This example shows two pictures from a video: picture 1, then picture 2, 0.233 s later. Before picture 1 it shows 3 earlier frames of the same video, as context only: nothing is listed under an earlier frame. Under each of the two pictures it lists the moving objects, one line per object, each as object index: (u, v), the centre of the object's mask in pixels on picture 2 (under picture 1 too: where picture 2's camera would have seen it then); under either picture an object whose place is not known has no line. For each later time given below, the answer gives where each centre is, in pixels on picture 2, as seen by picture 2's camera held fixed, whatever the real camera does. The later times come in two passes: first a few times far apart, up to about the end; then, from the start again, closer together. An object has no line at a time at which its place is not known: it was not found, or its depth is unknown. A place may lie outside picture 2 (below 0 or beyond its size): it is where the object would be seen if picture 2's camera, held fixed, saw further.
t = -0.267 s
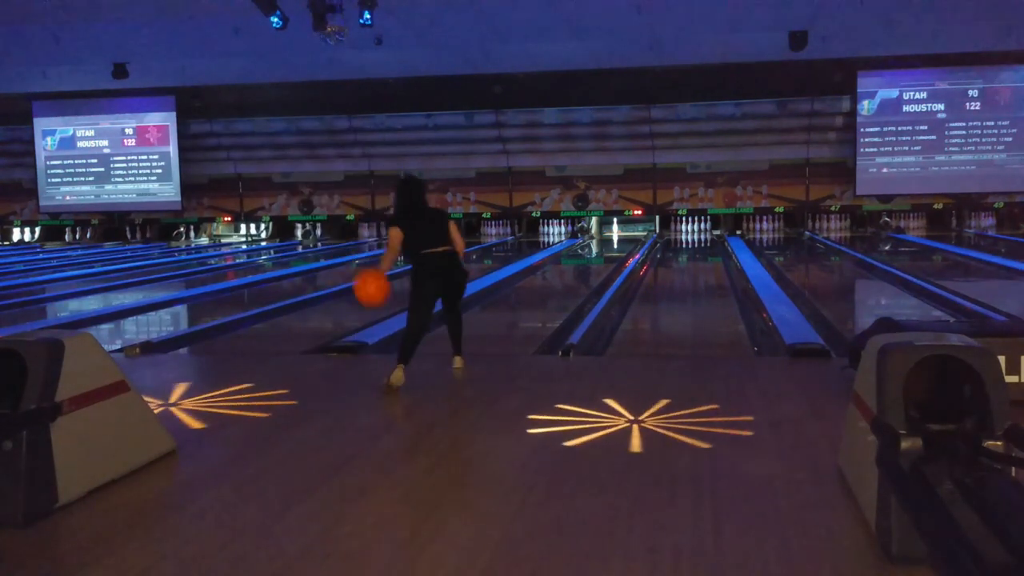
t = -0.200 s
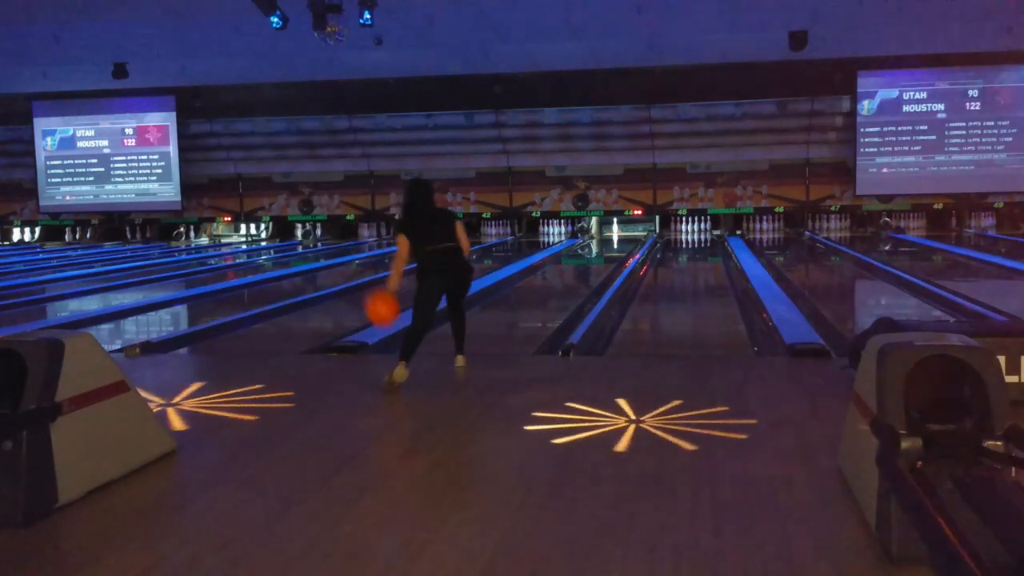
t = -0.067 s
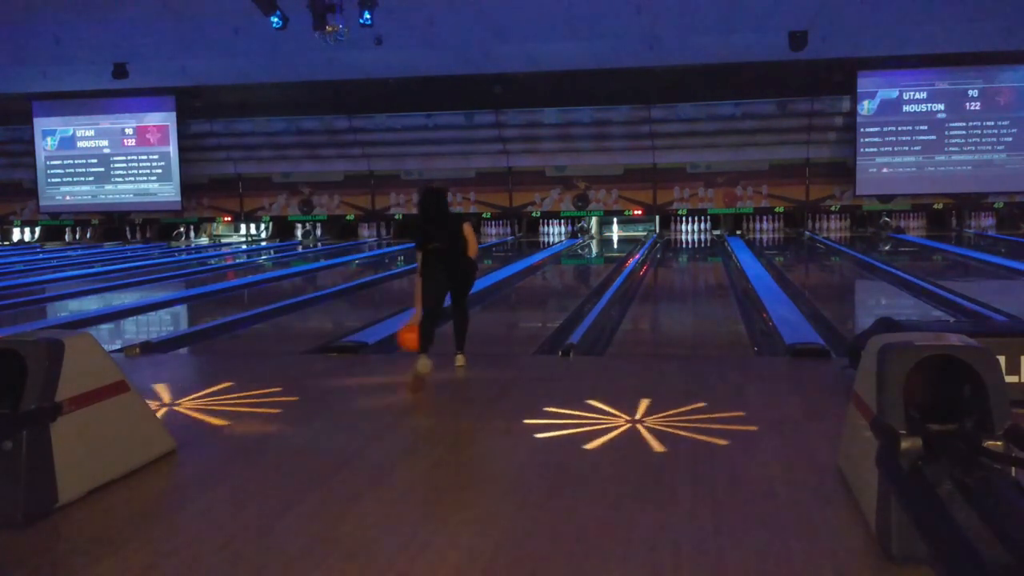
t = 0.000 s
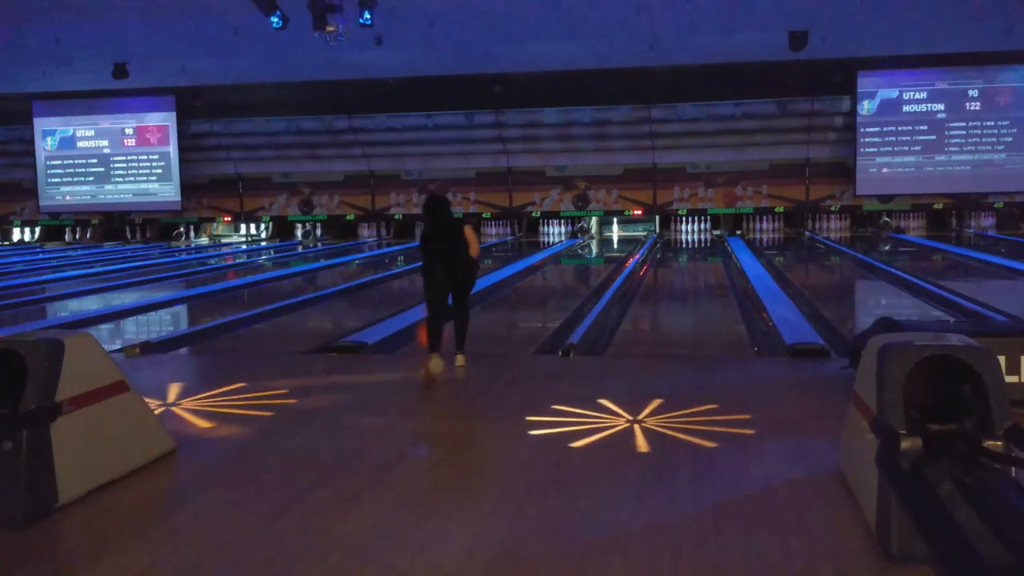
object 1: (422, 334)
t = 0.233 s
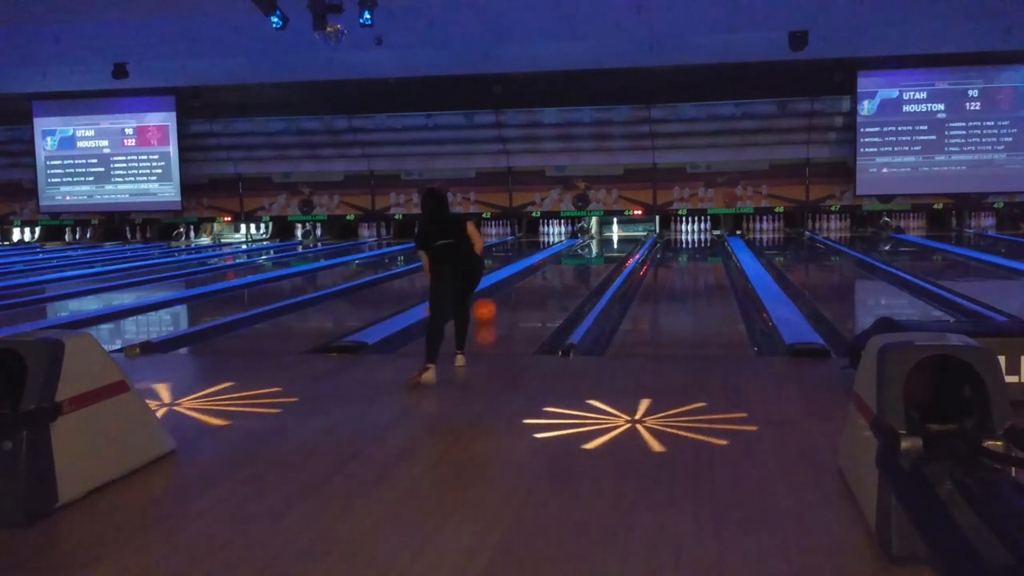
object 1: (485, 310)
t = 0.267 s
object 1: (491, 307)
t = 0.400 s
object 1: (511, 296)
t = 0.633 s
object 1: (538, 281)
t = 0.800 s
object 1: (554, 273)
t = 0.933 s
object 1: (565, 267)
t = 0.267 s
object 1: (491, 307)
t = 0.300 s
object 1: (497, 304)
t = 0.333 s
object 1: (501, 301)
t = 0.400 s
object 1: (511, 296)
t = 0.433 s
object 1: (515, 294)
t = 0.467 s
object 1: (520, 292)
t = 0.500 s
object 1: (523, 290)
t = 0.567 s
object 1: (531, 285)
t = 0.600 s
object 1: (535, 283)
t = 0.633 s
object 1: (538, 281)
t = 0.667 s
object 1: (542, 280)
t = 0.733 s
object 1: (548, 277)
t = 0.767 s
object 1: (552, 274)
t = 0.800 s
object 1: (554, 273)
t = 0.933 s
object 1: (565, 267)
